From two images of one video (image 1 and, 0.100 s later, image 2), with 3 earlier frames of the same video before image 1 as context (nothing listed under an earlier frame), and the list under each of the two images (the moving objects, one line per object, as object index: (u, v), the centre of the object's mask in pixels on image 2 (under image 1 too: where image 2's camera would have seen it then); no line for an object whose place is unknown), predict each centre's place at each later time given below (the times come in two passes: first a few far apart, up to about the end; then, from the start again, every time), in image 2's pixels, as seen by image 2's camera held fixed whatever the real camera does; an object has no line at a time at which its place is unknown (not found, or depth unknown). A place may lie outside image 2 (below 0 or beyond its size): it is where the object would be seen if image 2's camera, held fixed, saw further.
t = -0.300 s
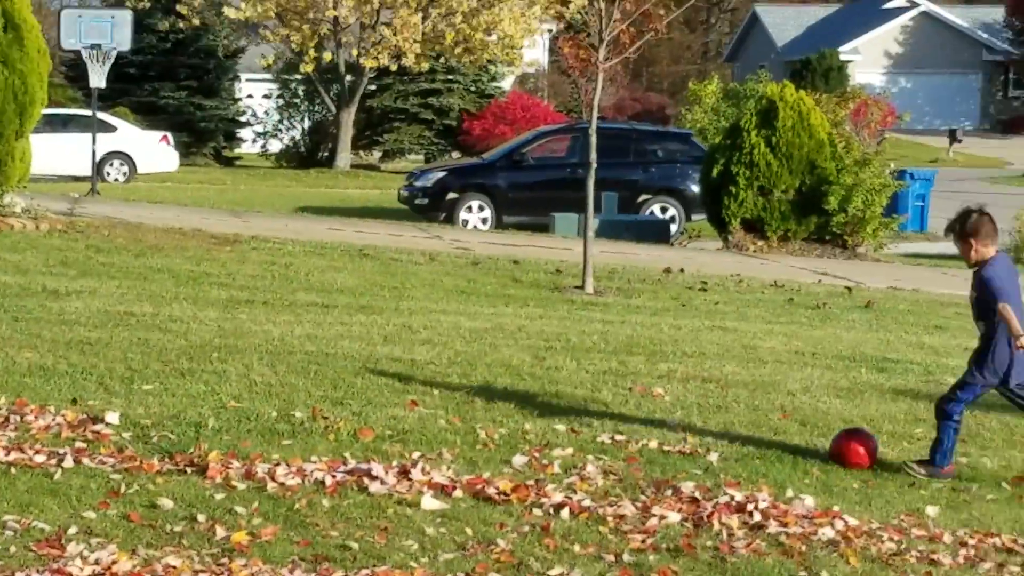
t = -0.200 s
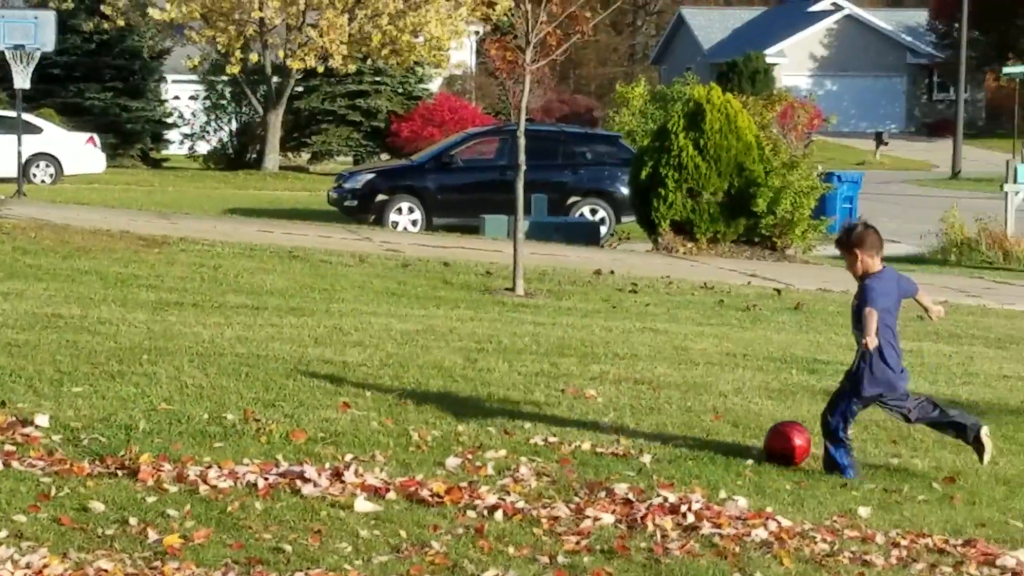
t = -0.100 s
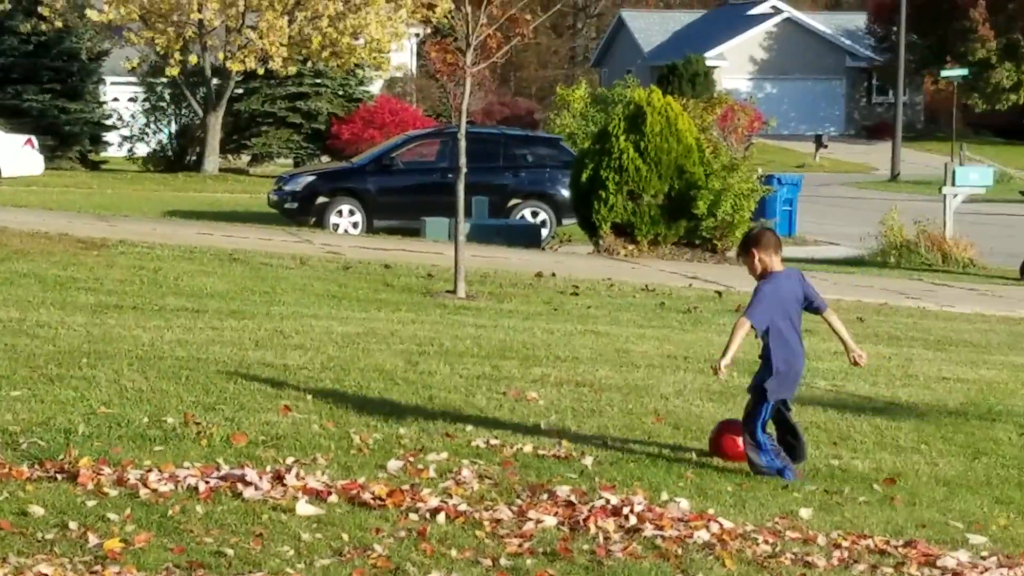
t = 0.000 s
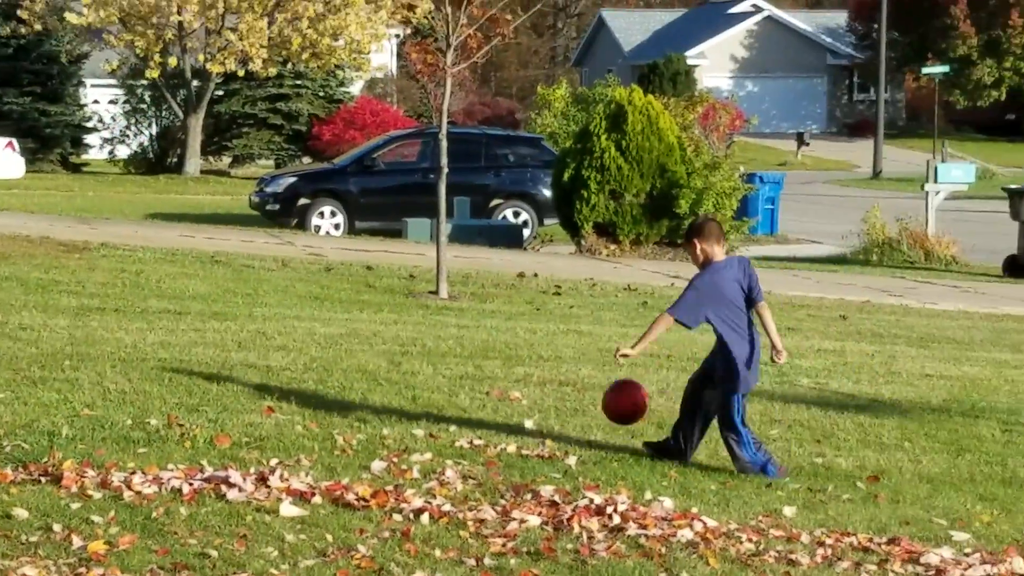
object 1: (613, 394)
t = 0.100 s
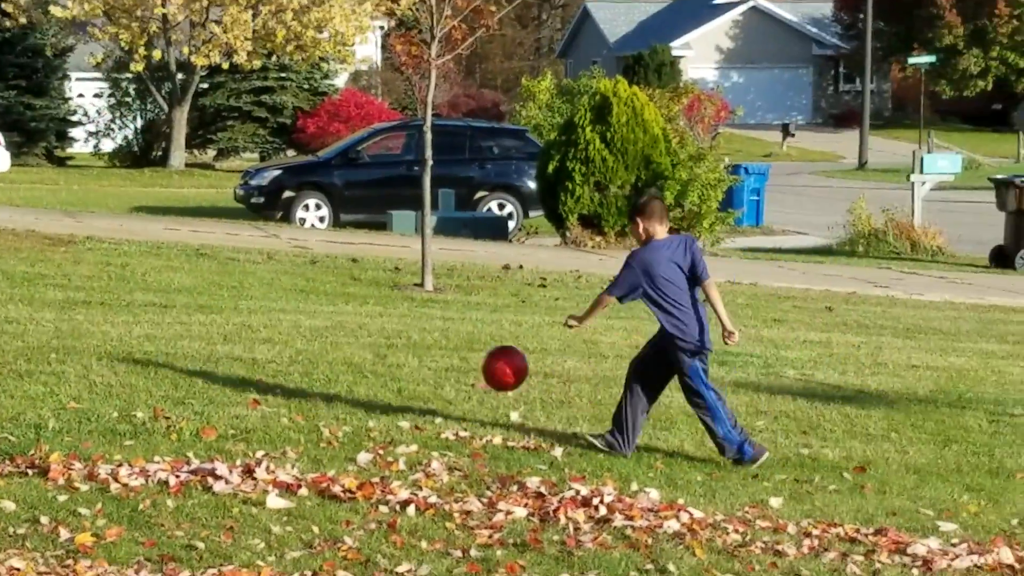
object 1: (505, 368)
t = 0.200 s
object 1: (400, 365)
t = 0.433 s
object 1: (193, 378)
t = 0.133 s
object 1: (470, 366)
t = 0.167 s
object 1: (435, 364)
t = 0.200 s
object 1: (400, 365)
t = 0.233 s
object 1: (365, 368)
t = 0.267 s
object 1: (331, 374)
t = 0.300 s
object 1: (296, 382)
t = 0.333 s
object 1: (263, 391)
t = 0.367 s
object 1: (234, 392)
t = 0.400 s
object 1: (213, 385)
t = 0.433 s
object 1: (193, 378)
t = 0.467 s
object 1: (173, 372)
